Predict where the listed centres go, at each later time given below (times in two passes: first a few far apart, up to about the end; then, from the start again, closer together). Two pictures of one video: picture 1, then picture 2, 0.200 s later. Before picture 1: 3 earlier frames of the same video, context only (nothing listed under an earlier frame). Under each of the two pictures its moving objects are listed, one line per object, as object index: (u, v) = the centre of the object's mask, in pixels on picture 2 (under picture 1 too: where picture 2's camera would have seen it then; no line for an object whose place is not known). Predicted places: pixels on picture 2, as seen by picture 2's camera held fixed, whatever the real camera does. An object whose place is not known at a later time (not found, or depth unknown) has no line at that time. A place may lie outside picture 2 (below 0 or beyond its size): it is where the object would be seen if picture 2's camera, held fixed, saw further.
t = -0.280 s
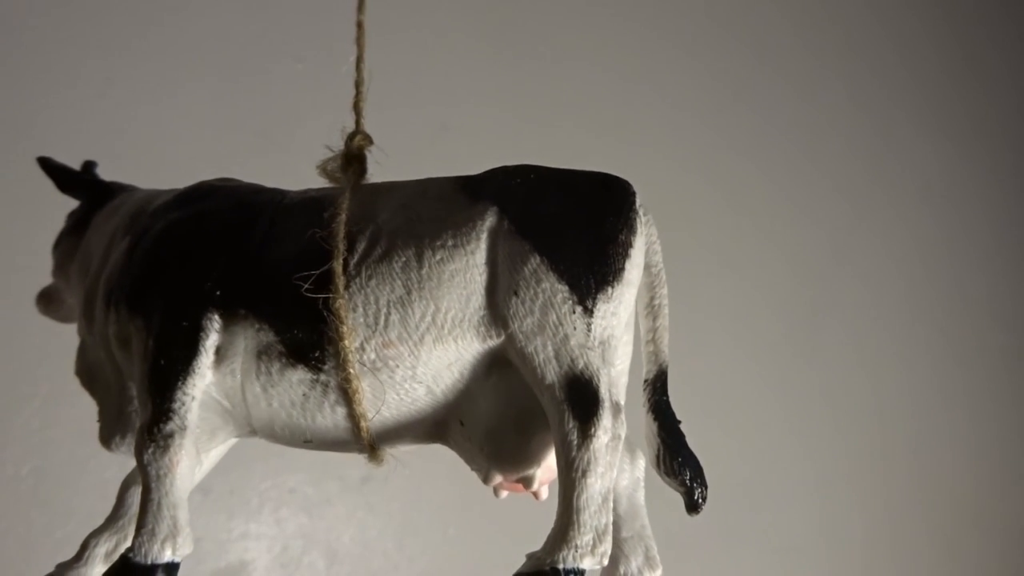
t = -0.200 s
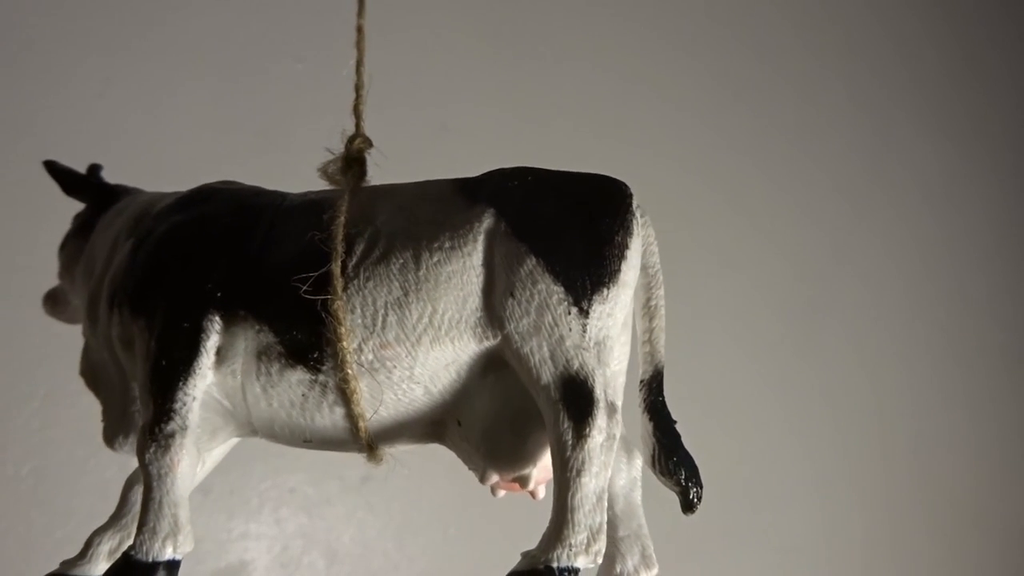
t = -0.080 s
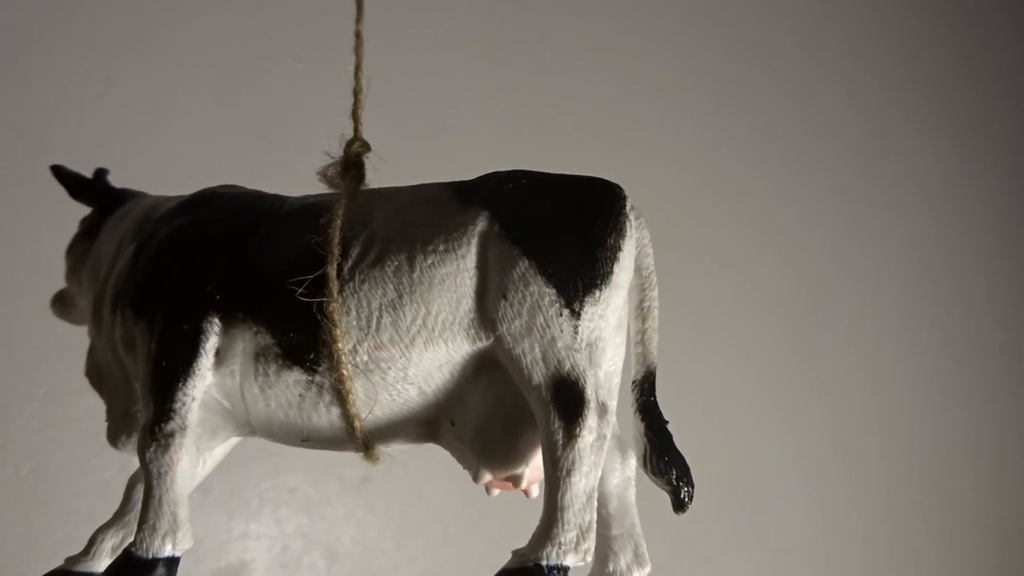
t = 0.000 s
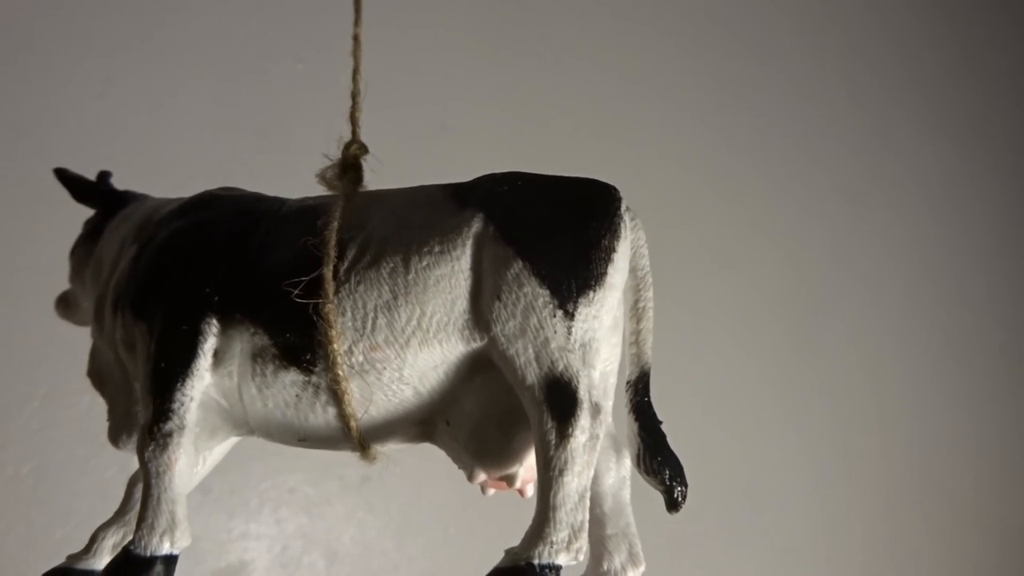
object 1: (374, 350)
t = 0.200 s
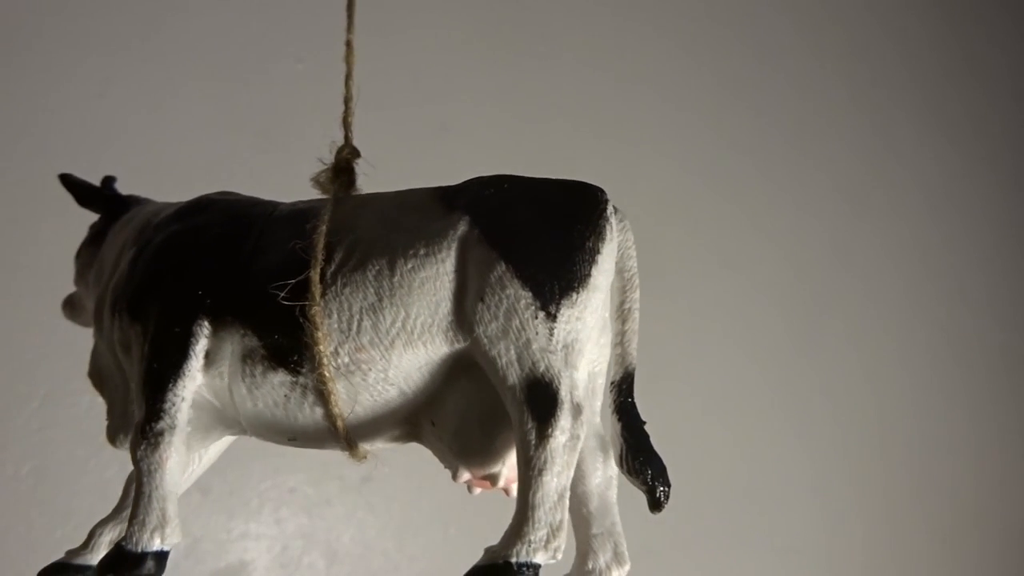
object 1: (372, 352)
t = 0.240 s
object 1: (372, 352)
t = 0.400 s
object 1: (369, 352)
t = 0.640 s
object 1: (366, 352)
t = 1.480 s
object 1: (390, 344)
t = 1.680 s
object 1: (399, 344)
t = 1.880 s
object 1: (406, 345)
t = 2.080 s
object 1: (410, 346)
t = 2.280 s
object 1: (411, 348)
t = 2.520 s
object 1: (408, 350)
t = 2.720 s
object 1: (392, 350)
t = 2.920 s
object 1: (383, 352)
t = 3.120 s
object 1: (376, 351)
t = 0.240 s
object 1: (372, 352)
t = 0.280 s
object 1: (371, 352)
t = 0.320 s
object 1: (370, 352)
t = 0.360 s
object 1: (370, 352)
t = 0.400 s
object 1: (369, 352)
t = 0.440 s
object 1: (369, 352)
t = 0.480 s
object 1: (368, 352)
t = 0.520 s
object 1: (367, 352)
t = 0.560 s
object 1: (367, 352)
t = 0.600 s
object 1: (367, 352)
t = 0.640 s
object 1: (366, 352)
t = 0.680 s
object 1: (366, 352)
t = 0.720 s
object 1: (366, 352)
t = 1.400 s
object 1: (386, 345)
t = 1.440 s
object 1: (388, 345)
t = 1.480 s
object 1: (390, 344)
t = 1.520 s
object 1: (392, 344)
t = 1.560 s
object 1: (394, 344)
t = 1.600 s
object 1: (396, 344)
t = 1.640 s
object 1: (397, 344)
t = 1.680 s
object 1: (399, 344)
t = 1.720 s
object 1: (401, 344)
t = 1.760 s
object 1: (402, 344)
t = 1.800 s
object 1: (404, 344)
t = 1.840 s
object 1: (405, 344)
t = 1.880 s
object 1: (406, 345)
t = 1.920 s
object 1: (407, 345)
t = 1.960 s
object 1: (408, 345)
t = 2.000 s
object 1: (409, 345)
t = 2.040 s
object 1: (409, 346)
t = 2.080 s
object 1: (410, 346)
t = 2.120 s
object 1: (411, 347)
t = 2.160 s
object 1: (411, 347)
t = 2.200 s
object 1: (410, 347)
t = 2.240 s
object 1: (411, 348)
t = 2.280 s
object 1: (411, 348)
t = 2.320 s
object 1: (411, 348)
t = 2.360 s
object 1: (410, 349)
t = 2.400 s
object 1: (410, 349)
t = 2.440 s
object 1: (409, 349)
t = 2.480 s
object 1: (409, 350)
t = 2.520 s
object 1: (408, 350)
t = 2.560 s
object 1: (407, 350)
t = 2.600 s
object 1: (406, 350)
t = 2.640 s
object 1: (406, 351)
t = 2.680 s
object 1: (400, 351)
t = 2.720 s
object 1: (392, 350)
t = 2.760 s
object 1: (392, 351)
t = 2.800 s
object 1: (388, 351)
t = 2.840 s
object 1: (387, 351)
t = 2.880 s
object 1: (385, 351)
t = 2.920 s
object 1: (383, 352)
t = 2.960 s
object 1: (381, 352)
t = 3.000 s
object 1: (380, 352)
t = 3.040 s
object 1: (378, 351)
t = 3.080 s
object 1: (377, 351)
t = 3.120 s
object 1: (376, 351)
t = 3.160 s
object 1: (374, 351)
